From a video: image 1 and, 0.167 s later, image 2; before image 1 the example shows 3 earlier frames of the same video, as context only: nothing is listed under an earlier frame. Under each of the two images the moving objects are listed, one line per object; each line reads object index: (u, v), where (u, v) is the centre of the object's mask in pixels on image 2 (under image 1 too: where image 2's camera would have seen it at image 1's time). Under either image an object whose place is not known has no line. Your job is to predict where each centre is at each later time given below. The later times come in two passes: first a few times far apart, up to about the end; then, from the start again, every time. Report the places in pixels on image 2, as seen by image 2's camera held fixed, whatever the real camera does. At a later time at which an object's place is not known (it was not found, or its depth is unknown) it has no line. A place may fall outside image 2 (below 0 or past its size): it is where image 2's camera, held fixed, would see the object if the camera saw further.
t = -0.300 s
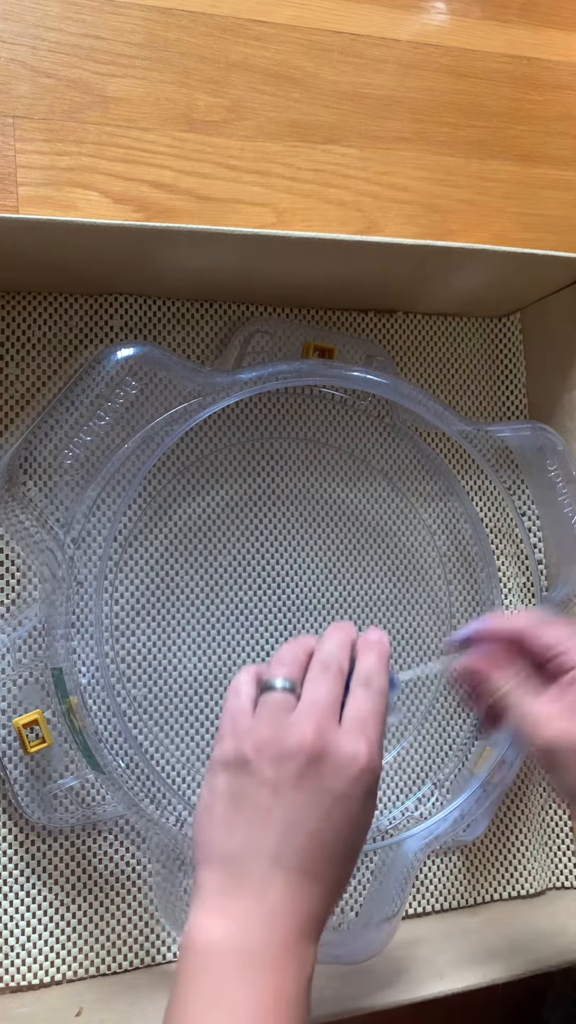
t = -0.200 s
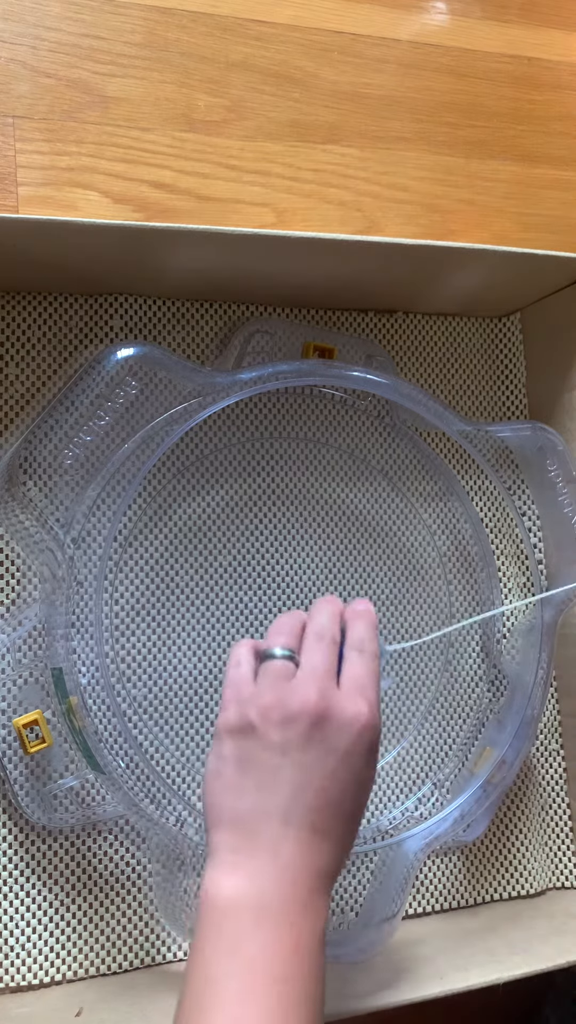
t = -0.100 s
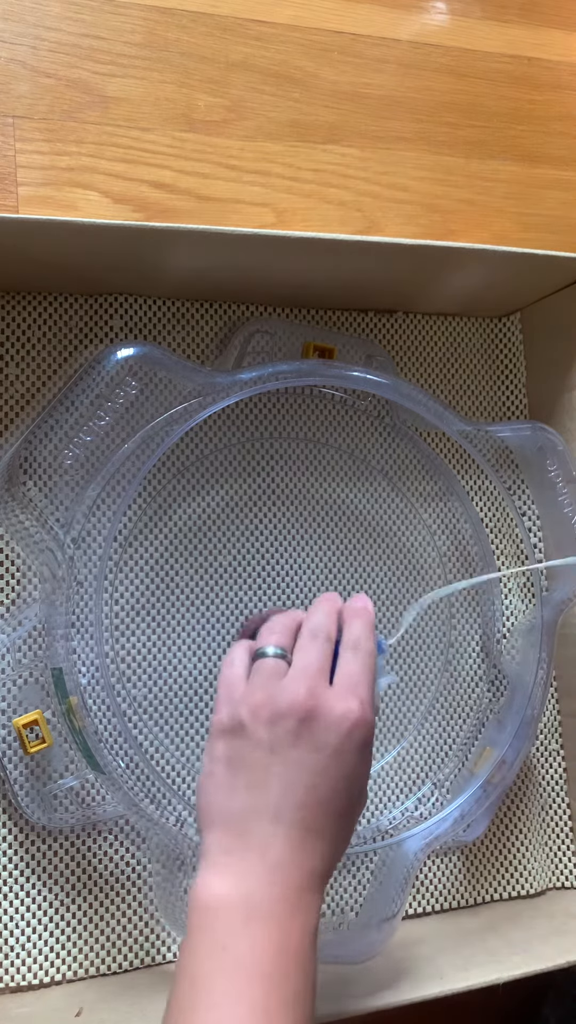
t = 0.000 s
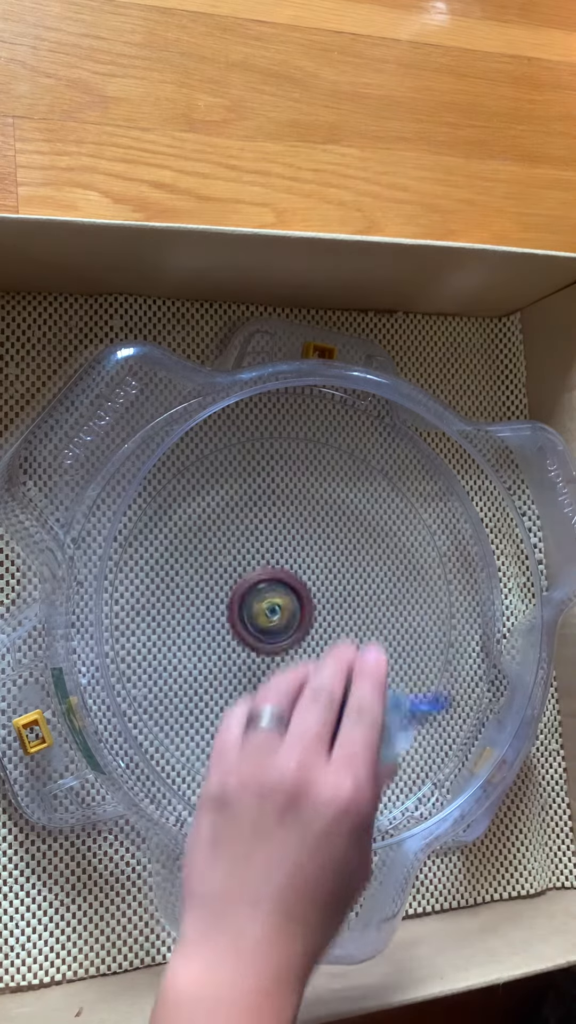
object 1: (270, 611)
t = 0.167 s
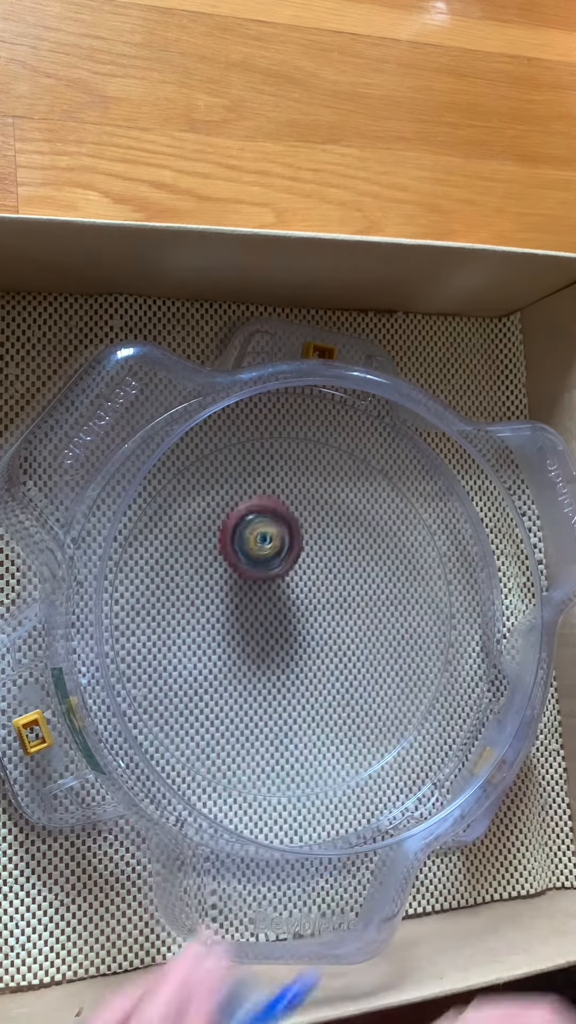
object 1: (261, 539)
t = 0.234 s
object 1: (279, 512)
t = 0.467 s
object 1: (380, 556)
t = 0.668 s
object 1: (321, 675)
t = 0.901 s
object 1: (176, 642)
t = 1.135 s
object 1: (225, 505)
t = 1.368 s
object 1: (366, 571)
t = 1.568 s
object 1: (372, 709)
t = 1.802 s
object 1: (231, 741)
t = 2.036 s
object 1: (211, 570)
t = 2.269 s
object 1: (353, 504)
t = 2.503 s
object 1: (438, 614)
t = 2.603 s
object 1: (409, 678)
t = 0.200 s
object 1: (268, 525)
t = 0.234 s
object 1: (279, 512)
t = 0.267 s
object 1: (294, 503)
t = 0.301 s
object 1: (310, 499)
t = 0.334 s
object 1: (328, 499)
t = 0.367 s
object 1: (347, 505)
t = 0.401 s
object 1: (362, 518)
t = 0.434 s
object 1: (374, 535)
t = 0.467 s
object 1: (380, 556)
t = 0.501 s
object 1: (382, 579)
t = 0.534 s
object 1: (379, 603)
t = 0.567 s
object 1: (371, 625)
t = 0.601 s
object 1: (358, 645)
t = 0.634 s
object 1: (341, 662)
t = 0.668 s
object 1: (321, 675)
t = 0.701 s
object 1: (299, 684)
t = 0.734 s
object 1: (276, 689)
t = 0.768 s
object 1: (253, 689)
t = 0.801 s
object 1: (230, 684)
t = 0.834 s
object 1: (209, 674)
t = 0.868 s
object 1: (191, 661)
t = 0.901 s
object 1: (176, 642)
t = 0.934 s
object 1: (166, 620)
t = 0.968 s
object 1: (162, 597)
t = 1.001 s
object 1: (163, 571)
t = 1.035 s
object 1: (171, 549)
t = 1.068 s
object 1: (185, 531)
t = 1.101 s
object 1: (203, 516)
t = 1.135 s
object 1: (225, 505)
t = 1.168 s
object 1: (249, 500)
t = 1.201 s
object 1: (273, 501)
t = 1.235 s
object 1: (295, 507)
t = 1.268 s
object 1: (316, 518)
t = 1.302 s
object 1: (336, 533)
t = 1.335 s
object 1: (352, 551)
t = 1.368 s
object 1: (366, 571)
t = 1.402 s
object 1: (376, 593)
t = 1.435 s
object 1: (383, 617)
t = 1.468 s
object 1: (386, 641)
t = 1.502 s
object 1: (385, 665)
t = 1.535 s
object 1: (380, 687)
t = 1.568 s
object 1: (372, 709)
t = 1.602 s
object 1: (360, 728)
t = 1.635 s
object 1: (344, 744)
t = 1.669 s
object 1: (324, 755)
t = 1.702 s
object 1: (302, 761)
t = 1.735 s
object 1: (278, 760)
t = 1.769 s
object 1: (253, 754)
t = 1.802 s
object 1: (231, 741)
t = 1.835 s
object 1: (213, 723)
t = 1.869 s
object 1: (200, 698)
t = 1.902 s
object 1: (192, 672)
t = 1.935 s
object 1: (190, 645)
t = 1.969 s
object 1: (192, 619)
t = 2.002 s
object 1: (200, 592)
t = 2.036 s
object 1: (211, 570)
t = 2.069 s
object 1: (227, 551)
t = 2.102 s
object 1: (245, 535)
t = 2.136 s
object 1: (266, 520)
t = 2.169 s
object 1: (287, 511)
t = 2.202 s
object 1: (309, 505)
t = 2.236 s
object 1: (331, 503)
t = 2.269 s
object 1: (353, 504)
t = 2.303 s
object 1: (373, 511)
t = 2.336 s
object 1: (391, 521)
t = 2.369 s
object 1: (408, 534)
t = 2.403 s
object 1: (422, 551)
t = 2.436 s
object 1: (432, 570)
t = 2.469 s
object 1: (437, 592)
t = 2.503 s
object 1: (438, 614)
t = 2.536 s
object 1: (434, 638)
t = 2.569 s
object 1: (424, 659)
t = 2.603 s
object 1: (409, 678)
